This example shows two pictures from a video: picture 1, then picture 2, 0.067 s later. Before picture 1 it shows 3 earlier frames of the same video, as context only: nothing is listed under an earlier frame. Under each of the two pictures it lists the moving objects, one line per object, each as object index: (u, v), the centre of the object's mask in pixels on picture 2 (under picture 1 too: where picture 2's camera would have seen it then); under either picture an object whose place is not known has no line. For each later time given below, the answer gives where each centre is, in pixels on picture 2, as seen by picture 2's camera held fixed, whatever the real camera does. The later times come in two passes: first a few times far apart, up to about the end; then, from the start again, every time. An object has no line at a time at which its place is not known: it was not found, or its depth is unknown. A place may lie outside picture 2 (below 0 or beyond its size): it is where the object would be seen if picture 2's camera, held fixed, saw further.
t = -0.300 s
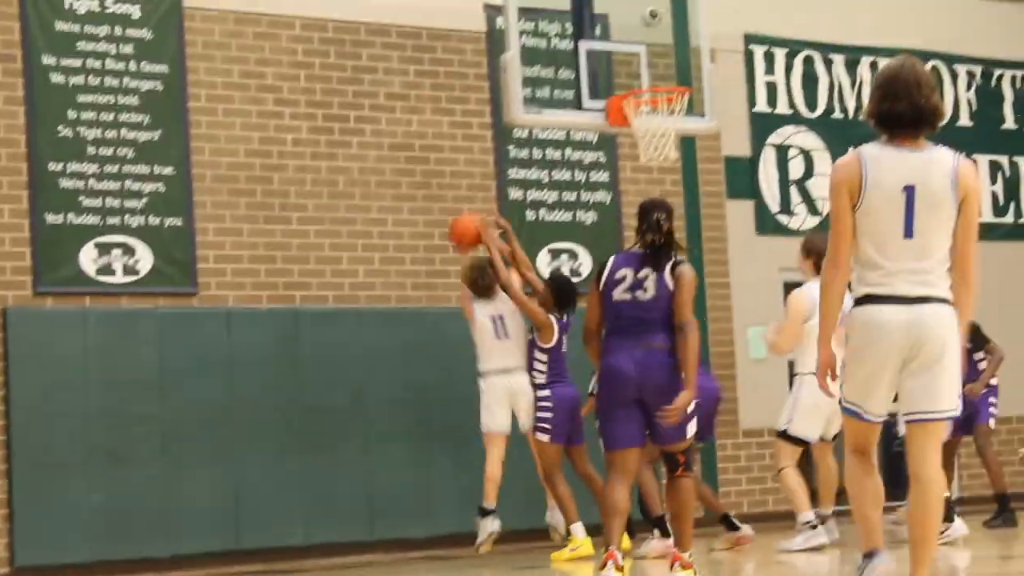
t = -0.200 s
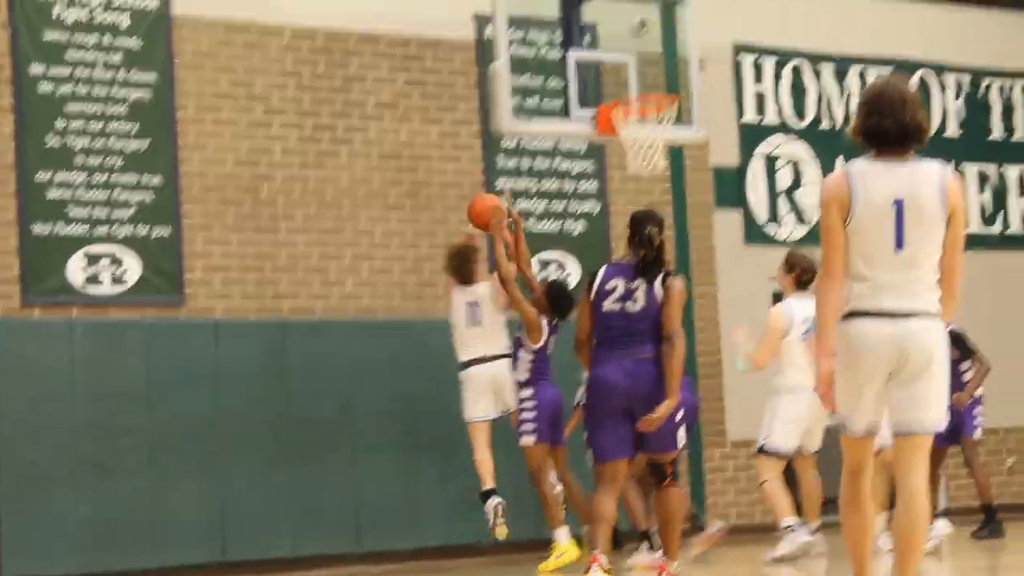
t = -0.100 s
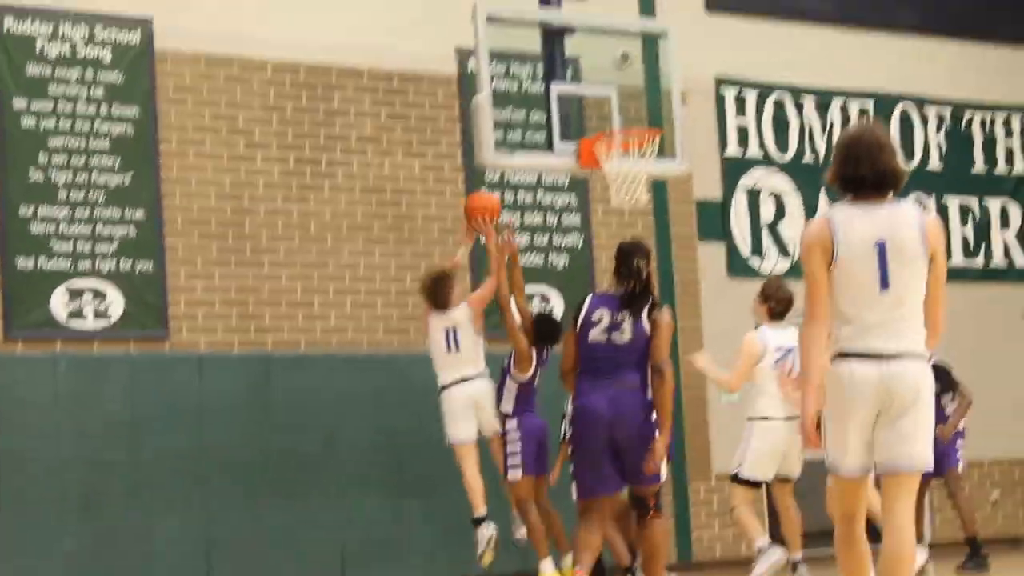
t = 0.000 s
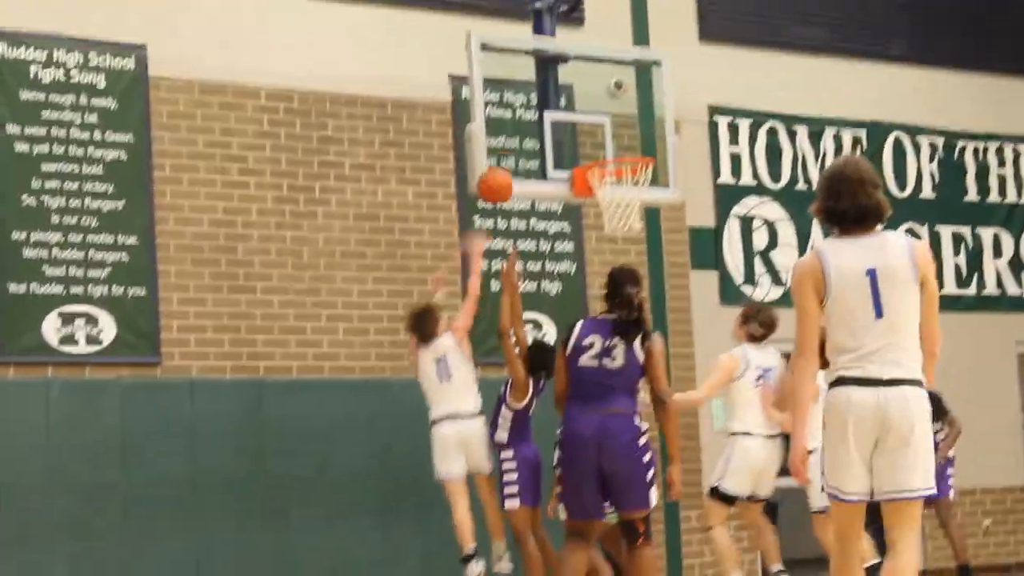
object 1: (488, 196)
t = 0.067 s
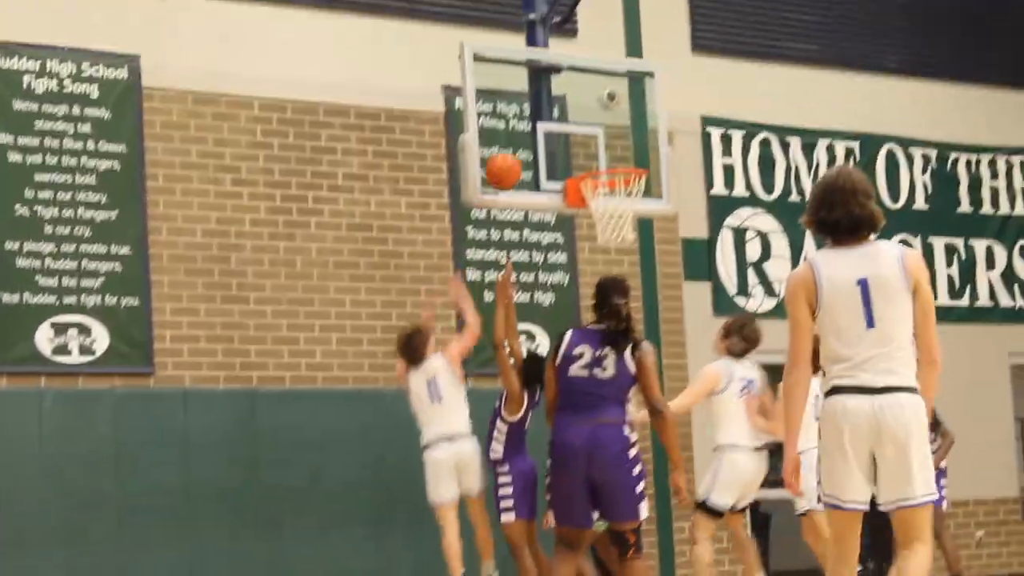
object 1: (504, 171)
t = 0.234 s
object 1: (541, 135)
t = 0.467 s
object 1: (595, 152)
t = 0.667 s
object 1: (621, 213)
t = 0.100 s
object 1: (511, 160)
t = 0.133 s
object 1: (518, 151)
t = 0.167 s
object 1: (526, 144)
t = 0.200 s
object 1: (533, 139)
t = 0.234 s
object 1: (541, 135)
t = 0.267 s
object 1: (548, 133)
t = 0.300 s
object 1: (557, 132)
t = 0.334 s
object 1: (564, 133)
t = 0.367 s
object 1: (572, 136)
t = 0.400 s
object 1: (580, 140)
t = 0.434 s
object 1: (587, 146)
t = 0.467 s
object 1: (595, 152)
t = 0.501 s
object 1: (604, 158)
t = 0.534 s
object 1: (612, 168)
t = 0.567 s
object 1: (620, 182)
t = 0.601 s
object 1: (620, 189)
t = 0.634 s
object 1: (621, 201)
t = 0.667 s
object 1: (621, 213)
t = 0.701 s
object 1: (620, 221)
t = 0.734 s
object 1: (618, 231)
